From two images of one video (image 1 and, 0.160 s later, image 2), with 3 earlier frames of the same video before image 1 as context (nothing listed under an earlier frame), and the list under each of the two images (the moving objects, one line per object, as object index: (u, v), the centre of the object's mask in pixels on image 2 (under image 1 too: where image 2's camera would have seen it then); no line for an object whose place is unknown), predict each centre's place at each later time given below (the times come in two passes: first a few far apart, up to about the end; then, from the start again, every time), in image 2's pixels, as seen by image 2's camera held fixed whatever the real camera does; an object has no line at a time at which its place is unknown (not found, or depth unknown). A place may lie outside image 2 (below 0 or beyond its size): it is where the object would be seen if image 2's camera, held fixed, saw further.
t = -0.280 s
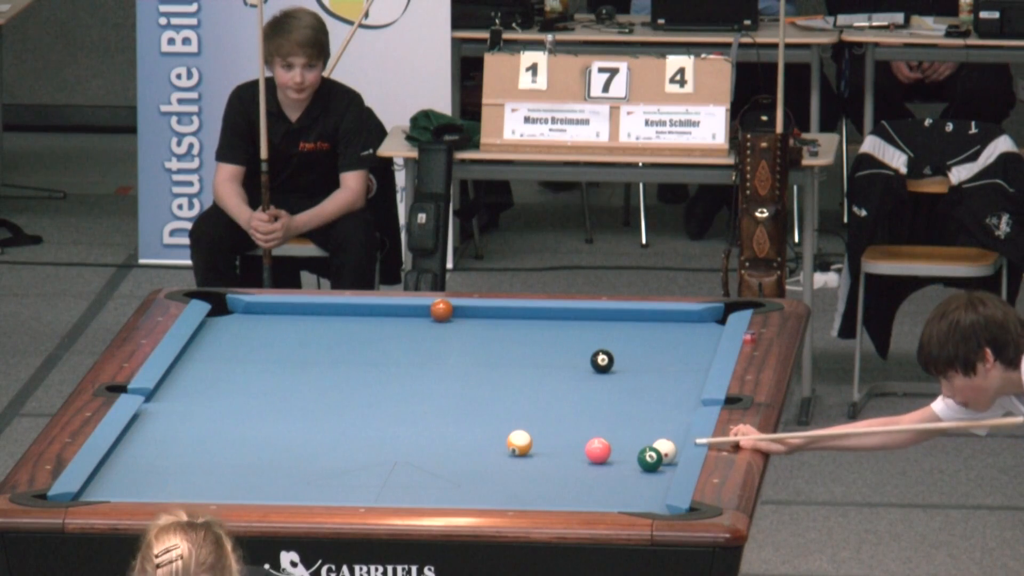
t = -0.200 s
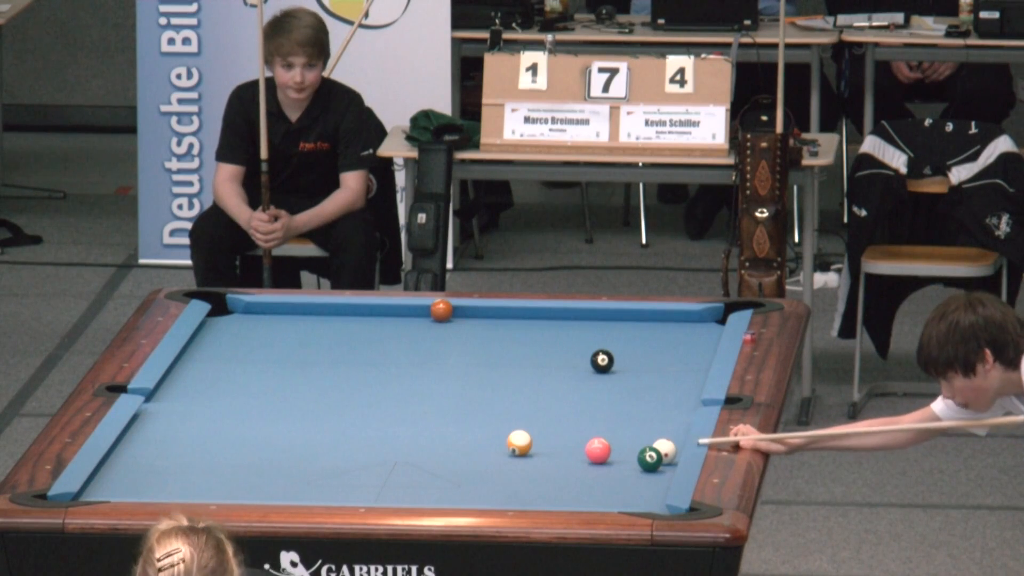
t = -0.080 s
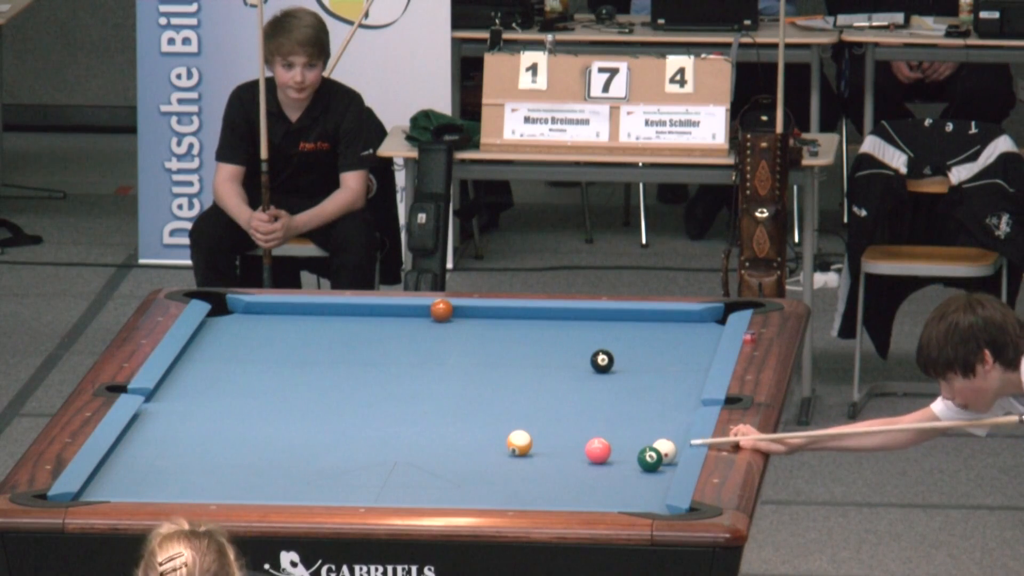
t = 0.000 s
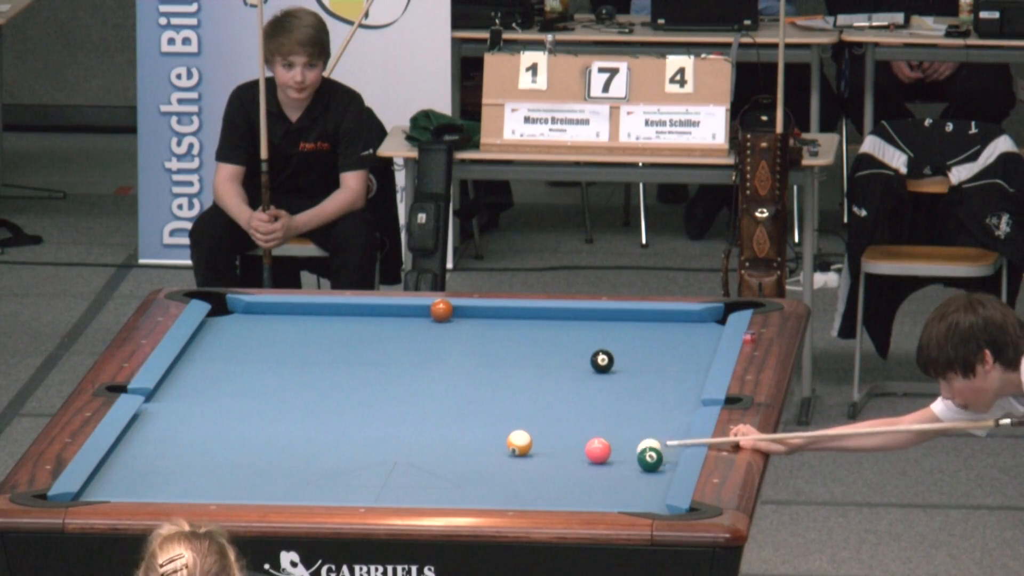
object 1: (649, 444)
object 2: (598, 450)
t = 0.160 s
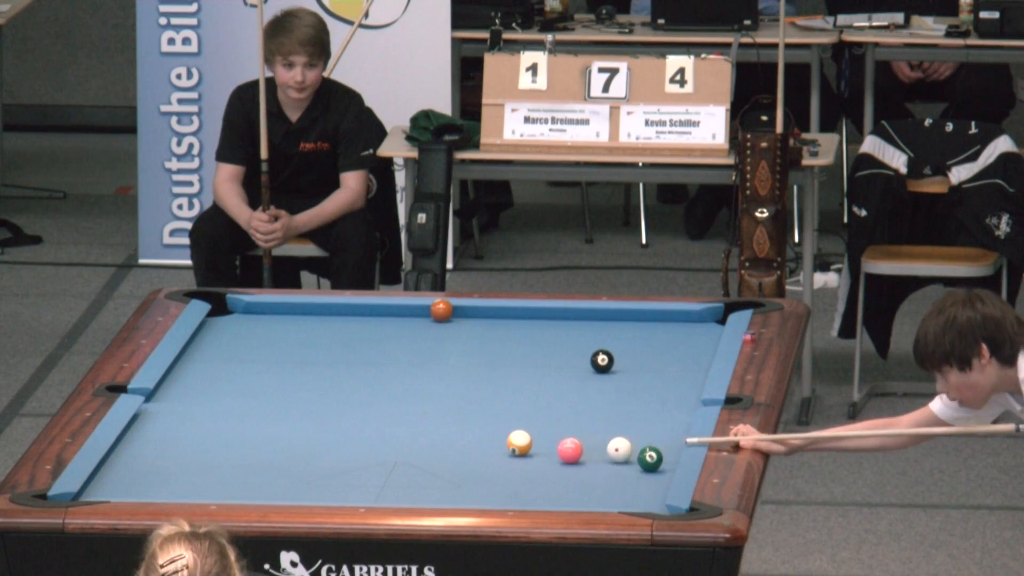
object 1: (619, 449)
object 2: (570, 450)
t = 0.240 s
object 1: (613, 449)
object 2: (551, 450)
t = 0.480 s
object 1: (596, 447)
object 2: (498, 450)
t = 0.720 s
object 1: (581, 445)
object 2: (448, 451)
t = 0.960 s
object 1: (568, 444)
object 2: (400, 451)
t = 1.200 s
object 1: (556, 443)
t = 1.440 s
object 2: (311, 451)
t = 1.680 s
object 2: (270, 451)
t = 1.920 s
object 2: (231, 451)
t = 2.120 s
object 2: (201, 451)
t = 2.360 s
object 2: (167, 451)
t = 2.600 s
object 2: (135, 451)
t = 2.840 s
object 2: (130, 452)
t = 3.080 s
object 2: (146, 452)
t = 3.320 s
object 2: (160, 453)
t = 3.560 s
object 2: (171, 453)
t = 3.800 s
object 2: (180, 454)
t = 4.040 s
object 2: (187, 454)
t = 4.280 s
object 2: (192, 454)
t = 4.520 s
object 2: (194, 455)
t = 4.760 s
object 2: (195, 455)
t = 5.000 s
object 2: (196, 455)
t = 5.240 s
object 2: (195, 455)
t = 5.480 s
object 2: (195, 455)
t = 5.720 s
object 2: (195, 455)
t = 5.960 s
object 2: (195, 454)
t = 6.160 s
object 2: (195, 455)
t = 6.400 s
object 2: (195, 455)
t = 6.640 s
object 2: (195, 455)
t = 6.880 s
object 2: (195, 455)
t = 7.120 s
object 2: (195, 455)
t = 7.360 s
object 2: (195, 455)
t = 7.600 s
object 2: (195, 455)
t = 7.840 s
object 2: (195, 455)
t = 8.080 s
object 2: (195, 455)
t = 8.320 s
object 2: (195, 455)
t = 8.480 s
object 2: (196, 454)
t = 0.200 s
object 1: (616, 449)
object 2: (560, 450)
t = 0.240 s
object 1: (613, 449)
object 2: (551, 450)
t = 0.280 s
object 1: (610, 448)
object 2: (542, 450)
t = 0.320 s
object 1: (607, 448)
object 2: (534, 451)
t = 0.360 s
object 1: (604, 448)
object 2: (524, 452)
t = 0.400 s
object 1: (601, 447)
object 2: (516, 451)
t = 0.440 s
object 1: (599, 447)
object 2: (507, 451)
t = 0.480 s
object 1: (596, 447)
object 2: (498, 450)
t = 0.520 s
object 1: (593, 447)
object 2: (490, 450)
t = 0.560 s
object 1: (590, 446)
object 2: (481, 450)
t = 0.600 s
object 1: (588, 446)
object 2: (473, 451)
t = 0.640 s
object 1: (585, 446)
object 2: (464, 451)
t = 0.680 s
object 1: (583, 446)
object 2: (456, 450)
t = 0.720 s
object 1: (581, 445)
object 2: (448, 451)
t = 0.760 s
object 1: (578, 445)
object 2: (440, 451)
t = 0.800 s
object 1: (576, 445)
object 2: (432, 451)
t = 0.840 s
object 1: (573, 444)
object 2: (424, 451)
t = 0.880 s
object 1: (571, 444)
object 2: (416, 451)
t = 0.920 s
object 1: (569, 444)
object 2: (408, 451)
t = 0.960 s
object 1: (568, 444)
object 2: (400, 451)
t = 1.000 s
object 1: (566, 444)
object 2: (392, 451)
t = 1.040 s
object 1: (563, 443)
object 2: (384, 451)
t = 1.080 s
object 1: (562, 443)
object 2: (377, 451)
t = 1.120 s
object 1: (560, 443)
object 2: (369, 451)
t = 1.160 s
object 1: (558, 443)
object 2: (364, 448)
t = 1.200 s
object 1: (556, 443)
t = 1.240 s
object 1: (555, 442)
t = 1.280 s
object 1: (553, 442)
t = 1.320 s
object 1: (552, 442)
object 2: (330, 451)
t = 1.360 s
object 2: (325, 451)
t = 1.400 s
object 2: (318, 451)
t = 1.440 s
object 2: (311, 451)
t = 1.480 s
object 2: (304, 451)
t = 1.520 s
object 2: (297, 451)
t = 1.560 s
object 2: (290, 451)
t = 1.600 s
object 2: (283, 451)
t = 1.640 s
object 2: (277, 451)
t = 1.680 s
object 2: (270, 451)
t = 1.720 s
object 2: (263, 451)
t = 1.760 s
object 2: (257, 451)
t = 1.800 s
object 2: (251, 451)
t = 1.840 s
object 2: (244, 451)
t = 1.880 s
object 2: (238, 451)
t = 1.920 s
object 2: (231, 451)
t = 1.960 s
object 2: (225, 451)
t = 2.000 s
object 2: (219, 451)
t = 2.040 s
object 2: (213, 451)
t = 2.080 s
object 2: (207, 451)
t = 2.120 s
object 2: (201, 451)
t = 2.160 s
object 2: (195, 451)
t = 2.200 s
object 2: (189, 451)
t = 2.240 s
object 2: (183, 451)
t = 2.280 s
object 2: (178, 451)
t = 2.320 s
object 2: (172, 451)
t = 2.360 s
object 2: (167, 451)
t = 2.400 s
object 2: (161, 451)
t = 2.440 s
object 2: (156, 451)
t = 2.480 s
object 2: (150, 451)
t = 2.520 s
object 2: (145, 451)
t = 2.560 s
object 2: (140, 451)
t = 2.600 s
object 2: (135, 451)
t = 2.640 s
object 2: (130, 451)
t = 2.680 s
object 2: (125, 451)
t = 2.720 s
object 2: (121, 451)
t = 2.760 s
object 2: (123, 451)
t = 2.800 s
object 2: (127, 452)
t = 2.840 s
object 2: (130, 452)
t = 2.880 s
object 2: (132, 452)
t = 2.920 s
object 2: (135, 452)
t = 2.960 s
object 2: (138, 452)
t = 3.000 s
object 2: (141, 452)
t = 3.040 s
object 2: (143, 452)
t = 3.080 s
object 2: (146, 452)
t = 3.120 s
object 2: (149, 452)
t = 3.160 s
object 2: (151, 452)
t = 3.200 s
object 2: (153, 452)
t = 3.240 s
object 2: (156, 452)
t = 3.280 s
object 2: (158, 453)
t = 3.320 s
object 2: (160, 453)
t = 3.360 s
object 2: (162, 453)
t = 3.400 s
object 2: (164, 453)
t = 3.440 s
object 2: (166, 453)
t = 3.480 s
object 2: (167, 453)
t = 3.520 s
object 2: (169, 453)
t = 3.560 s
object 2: (171, 453)
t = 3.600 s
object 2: (172, 453)
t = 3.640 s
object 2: (174, 453)
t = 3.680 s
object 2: (175, 454)
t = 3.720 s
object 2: (177, 454)
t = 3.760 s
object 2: (178, 453)
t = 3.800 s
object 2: (180, 454)
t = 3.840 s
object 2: (181, 454)
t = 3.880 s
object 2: (182, 454)
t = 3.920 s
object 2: (184, 454)
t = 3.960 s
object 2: (185, 454)
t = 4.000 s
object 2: (186, 454)
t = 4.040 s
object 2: (187, 454)
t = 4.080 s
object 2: (188, 454)
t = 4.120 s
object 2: (189, 454)
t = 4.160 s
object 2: (190, 454)
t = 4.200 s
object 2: (190, 454)
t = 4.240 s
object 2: (191, 454)
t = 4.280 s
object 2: (192, 454)
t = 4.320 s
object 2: (192, 454)
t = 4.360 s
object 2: (193, 454)
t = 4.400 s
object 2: (193, 454)
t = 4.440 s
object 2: (194, 454)
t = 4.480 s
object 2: (194, 455)
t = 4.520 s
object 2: (194, 455)
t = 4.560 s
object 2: (195, 454)
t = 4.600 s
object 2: (195, 454)
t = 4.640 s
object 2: (195, 455)
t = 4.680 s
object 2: (195, 455)
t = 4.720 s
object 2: (195, 455)
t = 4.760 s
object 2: (195, 455)
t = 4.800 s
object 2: (195, 455)
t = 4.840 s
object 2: (195, 455)
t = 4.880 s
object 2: (195, 455)
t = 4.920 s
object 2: (195, 455)
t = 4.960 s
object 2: (195, 455)
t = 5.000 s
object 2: (196, 455)
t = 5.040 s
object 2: (196, 455)
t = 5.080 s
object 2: (195, 455)
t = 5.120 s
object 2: (195, 455)
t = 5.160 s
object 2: (195, 455)
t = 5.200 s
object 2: (195, 455)
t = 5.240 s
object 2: (195, 455)
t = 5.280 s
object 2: (196, 455)
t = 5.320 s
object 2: (196, 455)
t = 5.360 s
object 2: (196, 455)
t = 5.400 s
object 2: (196, 455)
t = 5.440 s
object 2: (196, 455)
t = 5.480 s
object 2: (195, 455)
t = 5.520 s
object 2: (195, 455)
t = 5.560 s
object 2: (195, 455)
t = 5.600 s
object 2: (195, 455)
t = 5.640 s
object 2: (195, 455)
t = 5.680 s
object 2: (195, 455)
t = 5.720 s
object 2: (195, 455)
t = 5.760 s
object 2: (195, 455)
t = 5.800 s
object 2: (195, 455)
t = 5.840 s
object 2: (195, 455)
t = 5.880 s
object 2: (195, 455)
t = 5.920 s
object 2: (195, 455)
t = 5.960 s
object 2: (195, 454)
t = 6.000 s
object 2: (195, 454)
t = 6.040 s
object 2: (195, 455)
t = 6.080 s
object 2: (195, 454)
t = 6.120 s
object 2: (195, 455)
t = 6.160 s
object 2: (195, 455)
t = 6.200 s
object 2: (195, 455)
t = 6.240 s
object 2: (195, 455)
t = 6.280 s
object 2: (195, 455)
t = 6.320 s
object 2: (195, 455)
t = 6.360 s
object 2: (195, 455)
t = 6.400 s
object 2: (195, 455)
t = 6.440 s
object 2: (195, 455)
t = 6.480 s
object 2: (195, 455)
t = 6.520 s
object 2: (195, 455)
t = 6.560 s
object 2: (195, 455)
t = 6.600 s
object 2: (195, 455)
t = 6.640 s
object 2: (195, 455)
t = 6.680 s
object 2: (195, 455)
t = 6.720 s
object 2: (195, 455)
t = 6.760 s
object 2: (195, 455)
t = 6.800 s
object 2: (195, 455)
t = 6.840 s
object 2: (195, 455)
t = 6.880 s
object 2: (195, 455)
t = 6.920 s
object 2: (195, 455)
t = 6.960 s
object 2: (195, 455)
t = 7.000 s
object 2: (195, 455)
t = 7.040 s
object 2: (195, 455)
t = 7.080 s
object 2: (196, 455)
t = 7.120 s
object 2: (195, 455)
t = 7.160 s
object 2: (195, 455)
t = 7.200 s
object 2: (195, 455)
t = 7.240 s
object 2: (196, 455)
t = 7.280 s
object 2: (195, 455)
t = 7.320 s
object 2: (195, 455)
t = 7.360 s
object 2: (195, 455)
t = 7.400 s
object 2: (196, 455)
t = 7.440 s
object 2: (195, 455)
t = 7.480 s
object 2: (195, 455)
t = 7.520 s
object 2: (196, 455)
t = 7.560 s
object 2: (196, 455)
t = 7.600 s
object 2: (195, 455)
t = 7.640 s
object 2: (195, 455)
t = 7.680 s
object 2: (196, 454)
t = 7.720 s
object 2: (196, 455)
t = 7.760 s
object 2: (196, 455)
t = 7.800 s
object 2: (196, 455)
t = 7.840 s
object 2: (195, 455)
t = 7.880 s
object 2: (196, 455)
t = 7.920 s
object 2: (196, 455)
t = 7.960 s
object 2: (196, 455)
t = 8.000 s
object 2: (196, 455)
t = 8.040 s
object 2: (196, 455)
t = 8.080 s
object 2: (195, 455)
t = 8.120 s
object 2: (196, 455)
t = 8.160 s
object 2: (196, 455)
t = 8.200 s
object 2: (196, 455)
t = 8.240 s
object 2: (196, 455)
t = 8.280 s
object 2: (196, 455)
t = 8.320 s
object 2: (195, 455)
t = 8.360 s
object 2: (196, 455)
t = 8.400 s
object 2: (196, 454)
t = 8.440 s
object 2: (196, 455)
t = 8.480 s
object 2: (196, 454)
